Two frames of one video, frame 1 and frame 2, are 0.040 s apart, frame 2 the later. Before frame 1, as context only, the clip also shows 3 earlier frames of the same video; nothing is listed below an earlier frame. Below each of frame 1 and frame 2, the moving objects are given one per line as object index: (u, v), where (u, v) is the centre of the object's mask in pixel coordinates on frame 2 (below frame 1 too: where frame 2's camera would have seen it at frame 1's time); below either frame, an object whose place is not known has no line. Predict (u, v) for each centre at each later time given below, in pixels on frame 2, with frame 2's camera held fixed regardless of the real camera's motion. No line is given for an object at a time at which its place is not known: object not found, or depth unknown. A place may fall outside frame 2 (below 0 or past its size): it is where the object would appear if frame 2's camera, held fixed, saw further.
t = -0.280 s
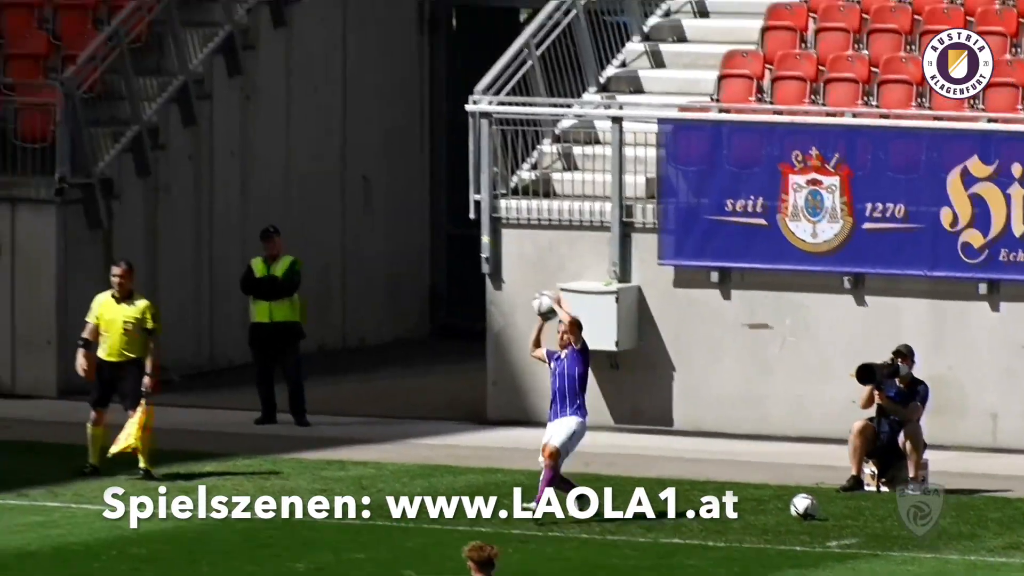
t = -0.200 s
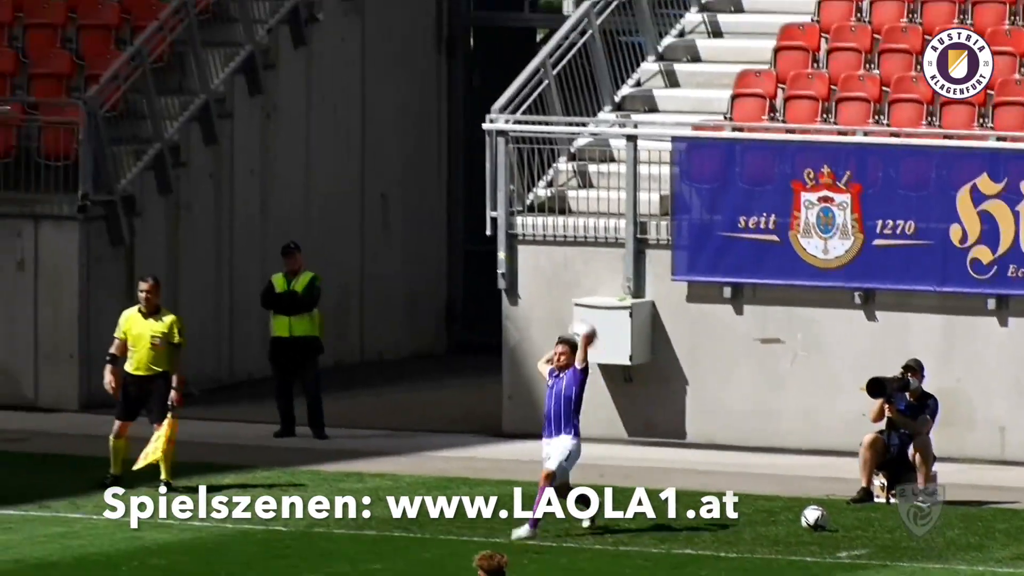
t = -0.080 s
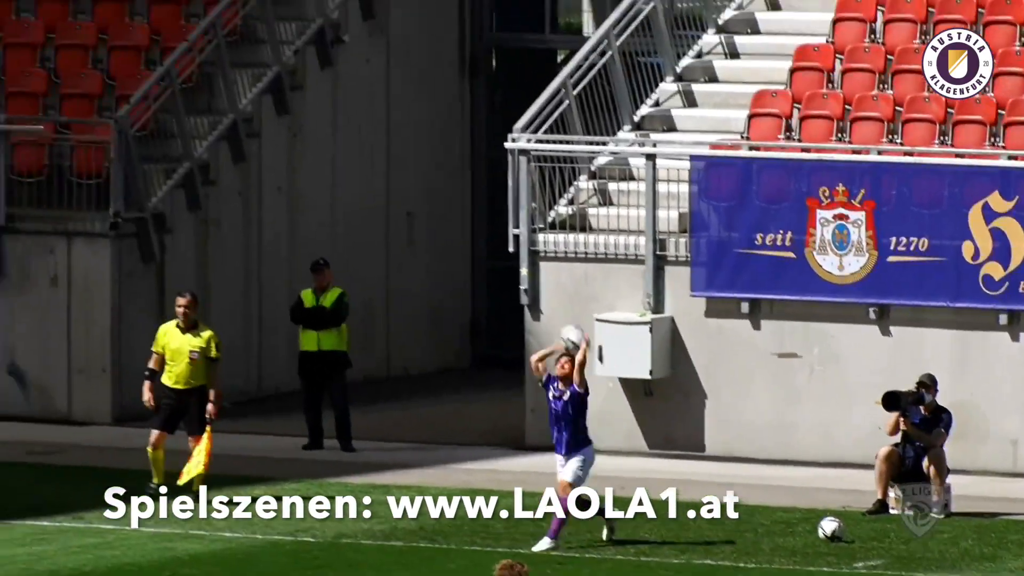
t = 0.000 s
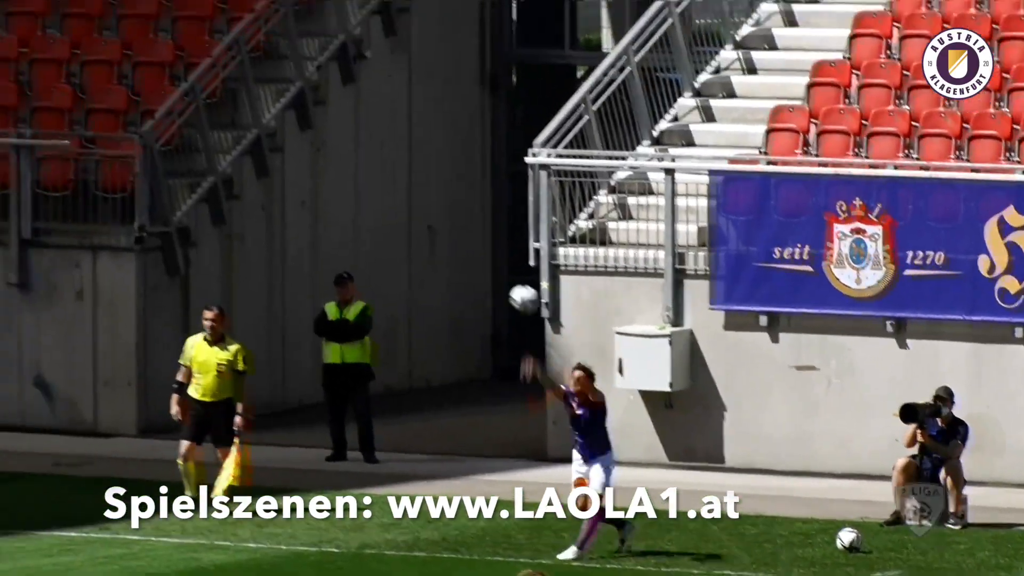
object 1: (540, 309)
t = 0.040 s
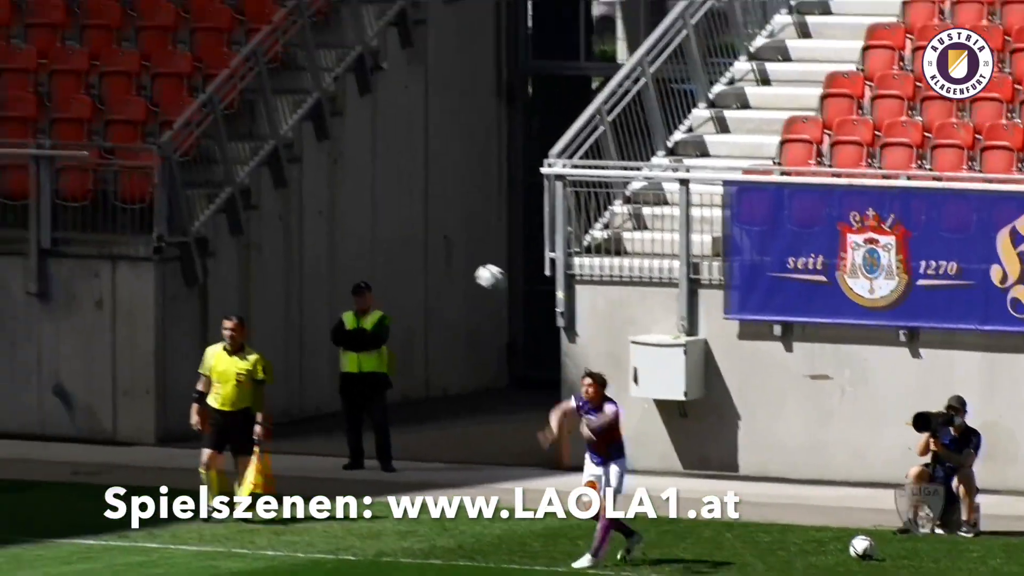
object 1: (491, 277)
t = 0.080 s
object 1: (439, 248)
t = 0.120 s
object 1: (388, 221)
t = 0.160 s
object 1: (338, 196)
